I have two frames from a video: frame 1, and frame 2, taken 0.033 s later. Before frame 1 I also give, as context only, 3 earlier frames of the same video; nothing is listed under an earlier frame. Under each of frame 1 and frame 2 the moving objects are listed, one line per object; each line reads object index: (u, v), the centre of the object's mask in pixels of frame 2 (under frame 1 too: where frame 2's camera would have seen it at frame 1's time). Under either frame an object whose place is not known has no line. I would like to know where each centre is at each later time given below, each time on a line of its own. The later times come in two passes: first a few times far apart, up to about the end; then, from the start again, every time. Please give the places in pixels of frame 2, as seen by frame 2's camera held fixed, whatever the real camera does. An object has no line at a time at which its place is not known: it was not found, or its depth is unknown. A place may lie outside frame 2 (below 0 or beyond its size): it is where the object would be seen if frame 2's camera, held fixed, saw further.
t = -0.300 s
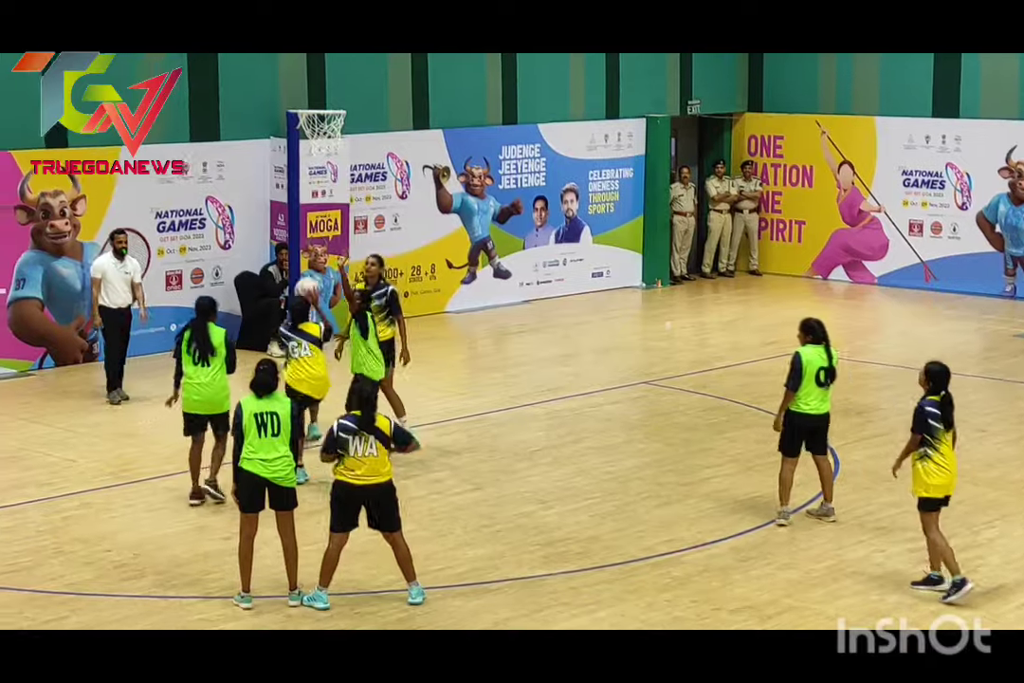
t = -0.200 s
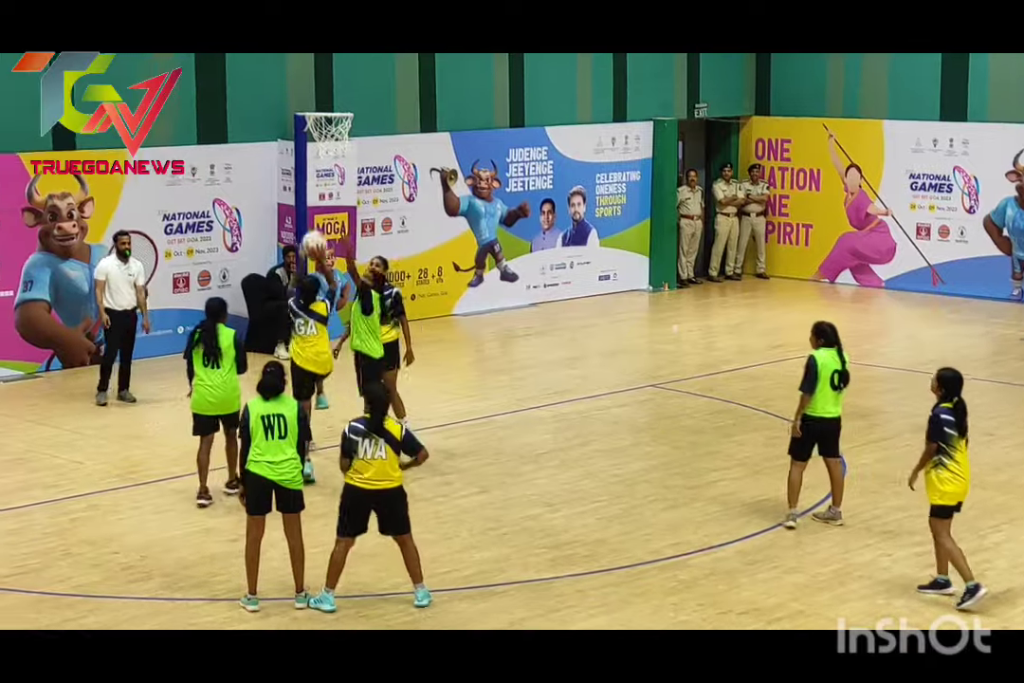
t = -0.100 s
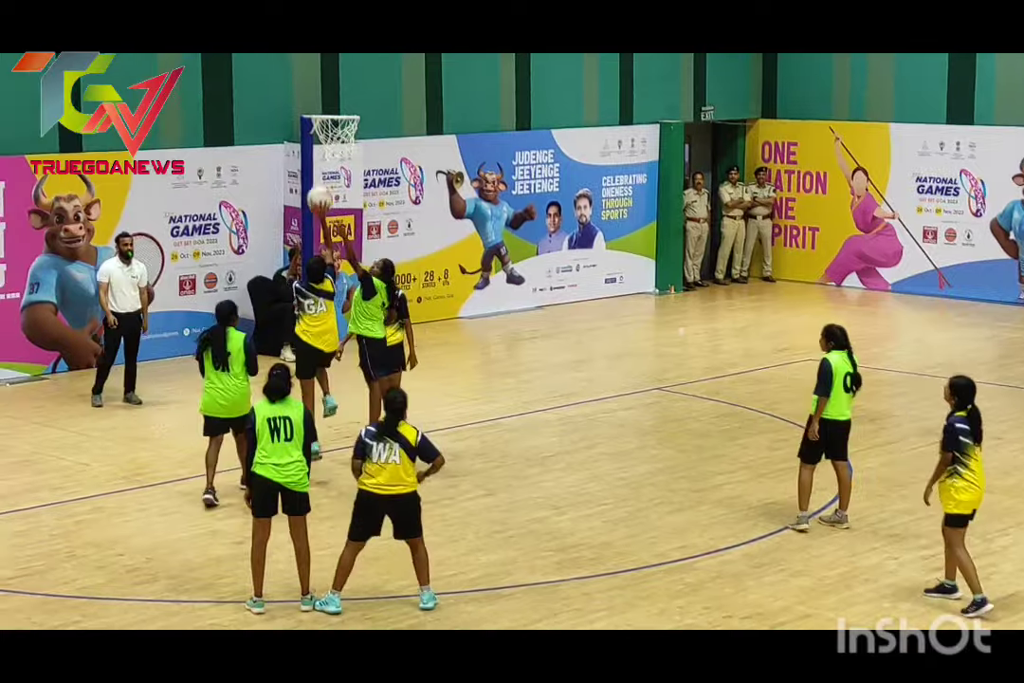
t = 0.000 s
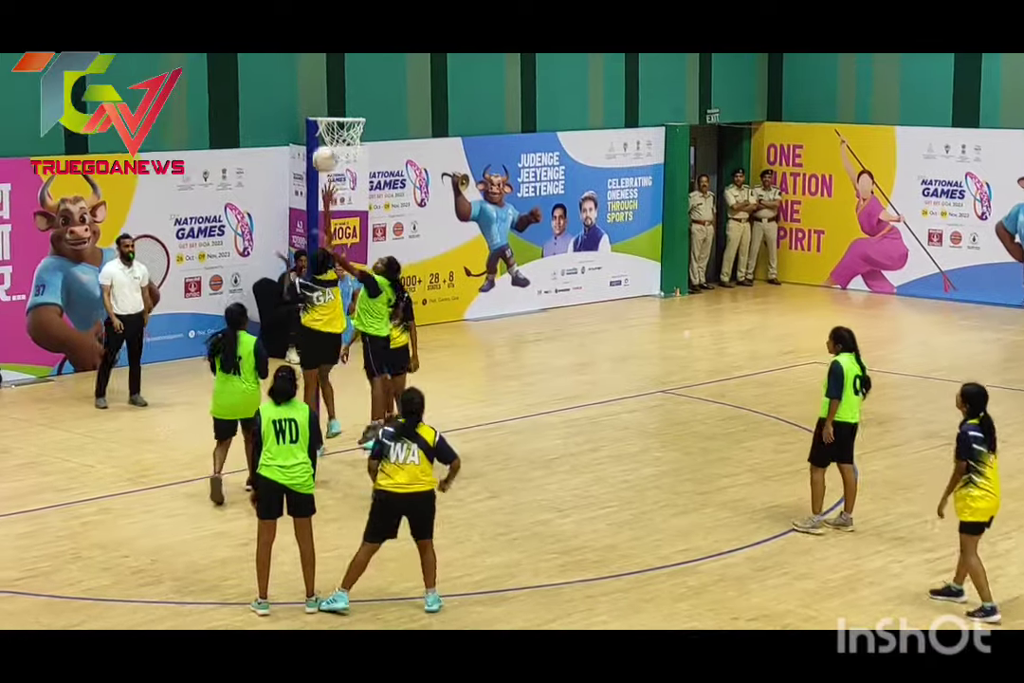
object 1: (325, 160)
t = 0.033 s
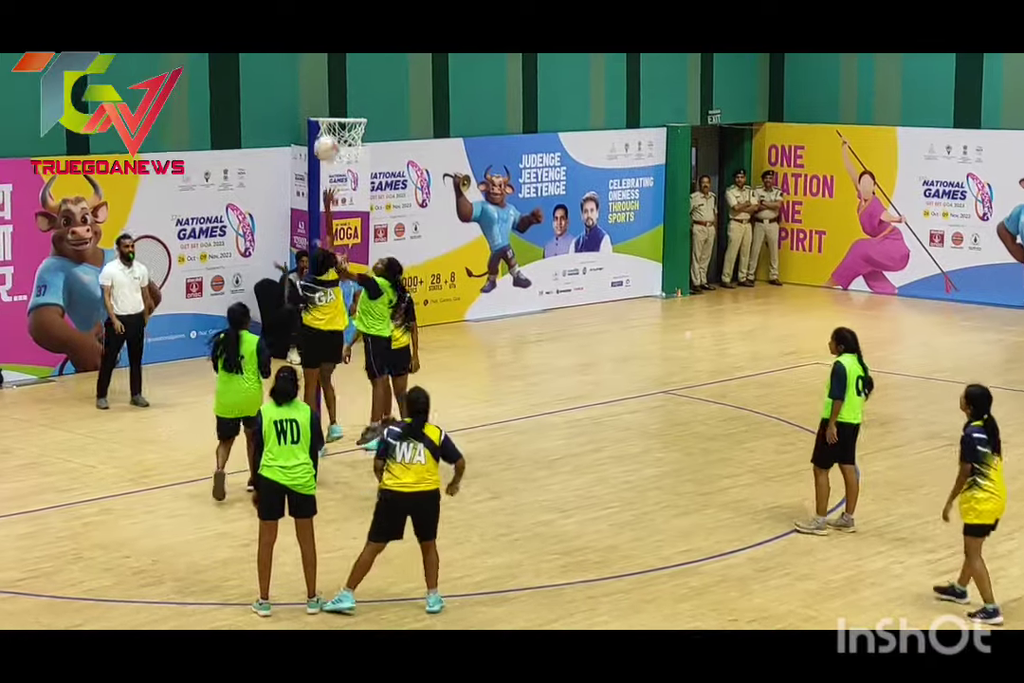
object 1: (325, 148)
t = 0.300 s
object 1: (327, 105)
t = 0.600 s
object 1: (327, 107)
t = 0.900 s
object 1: (342, 140)
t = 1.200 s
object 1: (358, 224)
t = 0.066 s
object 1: (327, 137)
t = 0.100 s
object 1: (325, 130)
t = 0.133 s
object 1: (326, 121)
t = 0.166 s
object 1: (327, 115)
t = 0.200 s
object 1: (326, 111)
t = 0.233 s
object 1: (327, 108)
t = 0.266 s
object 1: (327, 106)
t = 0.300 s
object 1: (327, 105)
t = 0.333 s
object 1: (327, 105)
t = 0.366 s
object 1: (327, 106)
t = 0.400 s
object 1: (327, 106)
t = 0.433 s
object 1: (327, 105)
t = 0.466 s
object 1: (327, 105)
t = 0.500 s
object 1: (326, 105)
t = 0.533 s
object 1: (326, 107)
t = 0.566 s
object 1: (327, 107)
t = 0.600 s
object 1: (327, 107)
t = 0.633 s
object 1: (328, 108)
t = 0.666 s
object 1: (329, 109)
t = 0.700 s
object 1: (331, 110)
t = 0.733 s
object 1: (333, 115)
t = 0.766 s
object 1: (335, 117)
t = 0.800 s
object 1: (337, 123)
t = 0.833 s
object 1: (338, 129)
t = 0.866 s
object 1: (339, 134)
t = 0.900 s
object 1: (342, 140)
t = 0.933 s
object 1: (344, 146)
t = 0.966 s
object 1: (345, 152)
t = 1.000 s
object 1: (347, 158)
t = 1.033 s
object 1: (347, 167)
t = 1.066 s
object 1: (351, 176)
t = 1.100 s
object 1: (351, 185)
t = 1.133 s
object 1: (354, 199)
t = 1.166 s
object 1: (355, 210)
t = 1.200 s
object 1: (358, 224)
